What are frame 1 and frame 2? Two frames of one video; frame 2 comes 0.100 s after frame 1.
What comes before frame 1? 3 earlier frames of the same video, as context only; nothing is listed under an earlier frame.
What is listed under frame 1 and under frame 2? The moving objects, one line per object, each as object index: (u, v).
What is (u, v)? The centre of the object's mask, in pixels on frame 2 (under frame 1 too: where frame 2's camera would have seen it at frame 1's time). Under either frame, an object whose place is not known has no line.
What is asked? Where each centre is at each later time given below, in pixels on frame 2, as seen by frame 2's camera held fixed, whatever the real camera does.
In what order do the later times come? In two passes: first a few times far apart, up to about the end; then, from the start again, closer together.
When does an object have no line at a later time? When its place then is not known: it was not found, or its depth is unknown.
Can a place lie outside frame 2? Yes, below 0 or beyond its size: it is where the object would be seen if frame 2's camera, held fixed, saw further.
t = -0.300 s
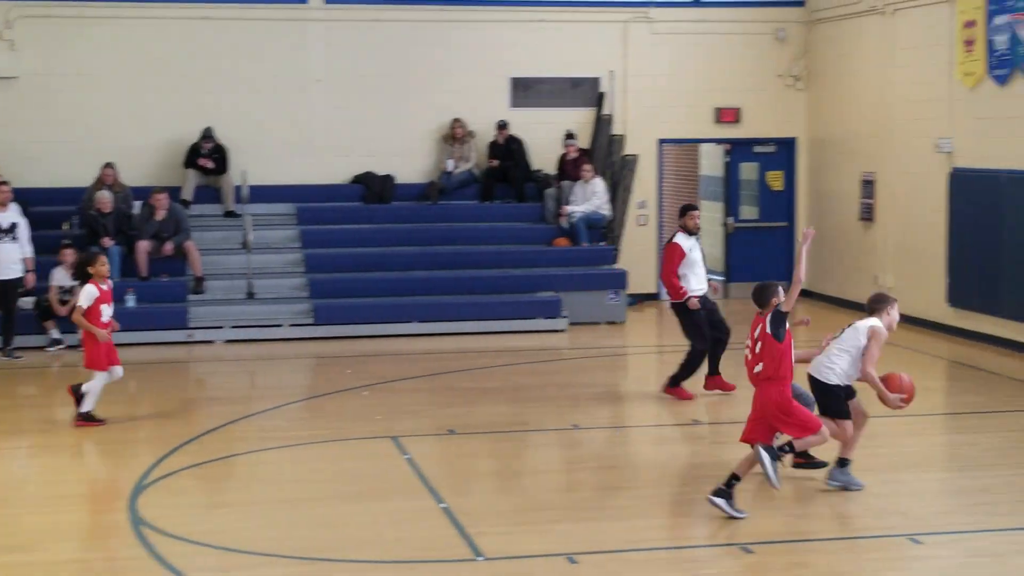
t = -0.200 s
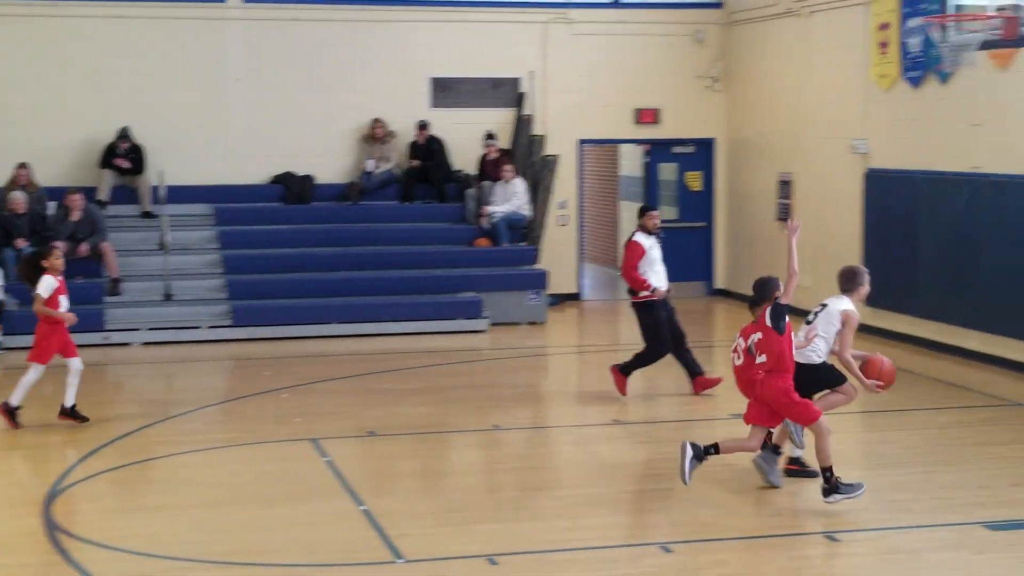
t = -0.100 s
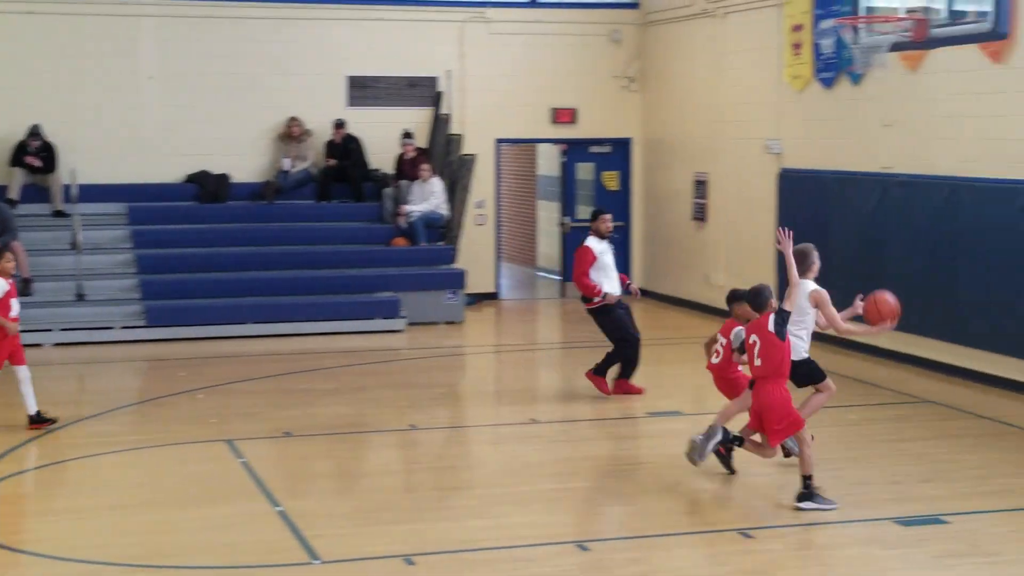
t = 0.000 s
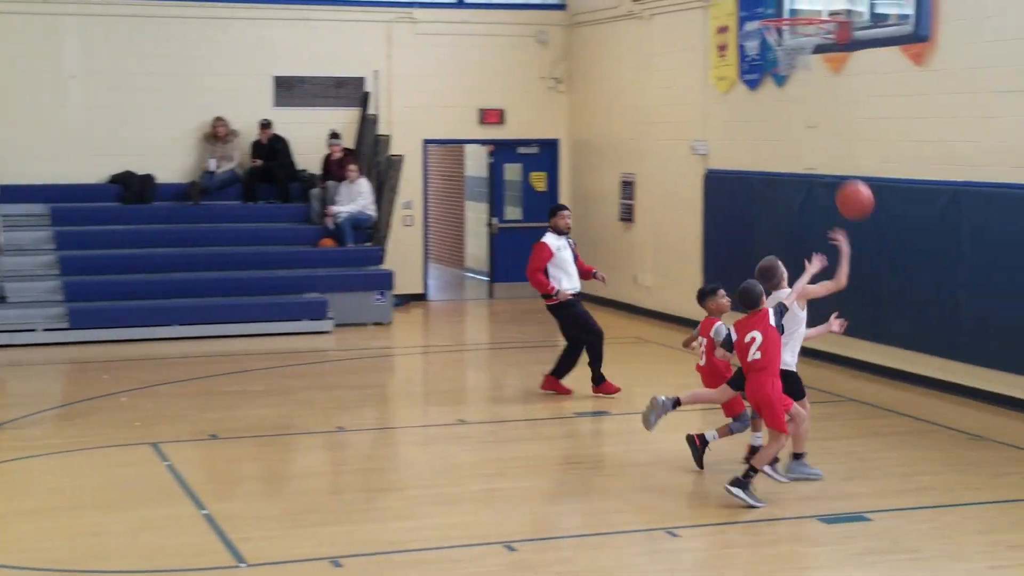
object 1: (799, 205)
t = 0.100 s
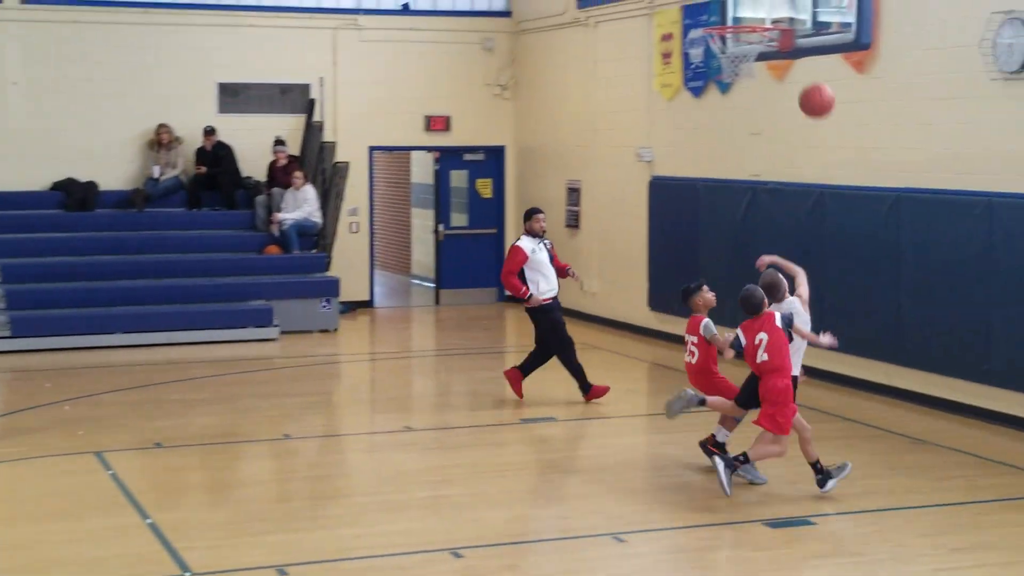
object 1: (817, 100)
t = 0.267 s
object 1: (819, -23)
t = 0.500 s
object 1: (759, -111)
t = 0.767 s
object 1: (686, -111)
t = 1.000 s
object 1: (624, -13)
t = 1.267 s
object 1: (554, 189)
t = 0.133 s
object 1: (823, 68)
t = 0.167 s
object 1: (829, 39)
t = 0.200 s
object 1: (835, 11)
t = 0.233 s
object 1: (827, -9)
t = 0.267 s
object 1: (819, -23)
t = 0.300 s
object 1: (811, -37)
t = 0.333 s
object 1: (803, -51)
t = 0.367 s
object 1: (793, -65)
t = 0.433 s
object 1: (776, -89)
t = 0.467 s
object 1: (767, -101)
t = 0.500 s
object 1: (759, -111)
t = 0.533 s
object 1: (750, -120)
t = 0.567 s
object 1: (741, -125)
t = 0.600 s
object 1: (732, -127)
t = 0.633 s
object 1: (723, -127)
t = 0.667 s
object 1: (714, -126)
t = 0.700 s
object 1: (705, -123)
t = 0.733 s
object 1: (695, -117)
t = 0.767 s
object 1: (686, -111)
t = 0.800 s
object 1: (677, -102)
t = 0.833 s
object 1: (668, -91)
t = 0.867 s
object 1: (659, -79)
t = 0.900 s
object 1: (650, -65)
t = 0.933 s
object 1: (641, -49)
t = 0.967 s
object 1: (633, -32)
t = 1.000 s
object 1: (624, -13)
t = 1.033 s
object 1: (615, 7)
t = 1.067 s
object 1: (606, 29)
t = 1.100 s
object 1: (597, 52)
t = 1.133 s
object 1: (588, 77)
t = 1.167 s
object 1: (580, 103)
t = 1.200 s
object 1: (571, 130)
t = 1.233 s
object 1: (563, 159)
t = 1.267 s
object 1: (554, 189)
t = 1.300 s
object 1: (545, 220)
